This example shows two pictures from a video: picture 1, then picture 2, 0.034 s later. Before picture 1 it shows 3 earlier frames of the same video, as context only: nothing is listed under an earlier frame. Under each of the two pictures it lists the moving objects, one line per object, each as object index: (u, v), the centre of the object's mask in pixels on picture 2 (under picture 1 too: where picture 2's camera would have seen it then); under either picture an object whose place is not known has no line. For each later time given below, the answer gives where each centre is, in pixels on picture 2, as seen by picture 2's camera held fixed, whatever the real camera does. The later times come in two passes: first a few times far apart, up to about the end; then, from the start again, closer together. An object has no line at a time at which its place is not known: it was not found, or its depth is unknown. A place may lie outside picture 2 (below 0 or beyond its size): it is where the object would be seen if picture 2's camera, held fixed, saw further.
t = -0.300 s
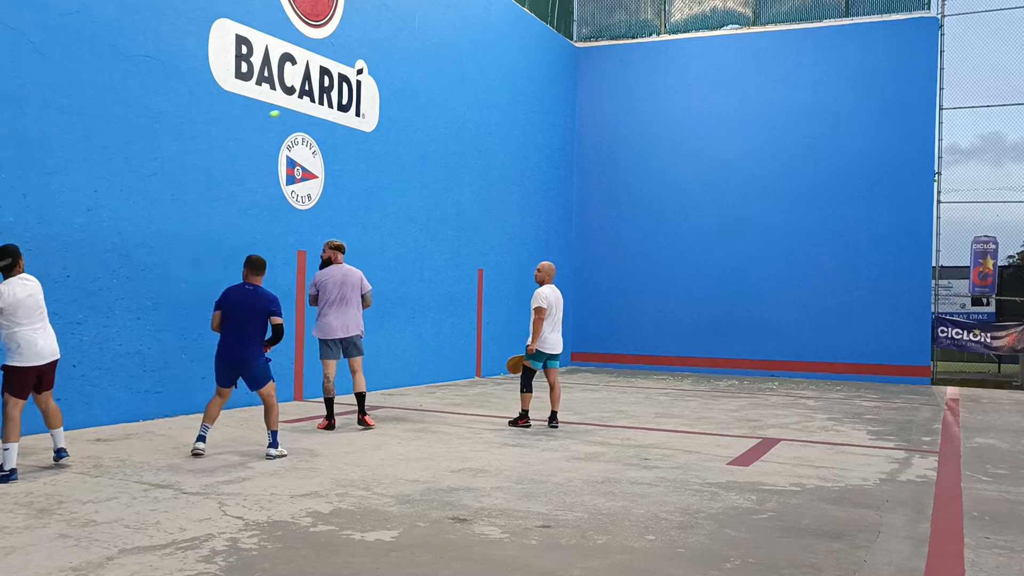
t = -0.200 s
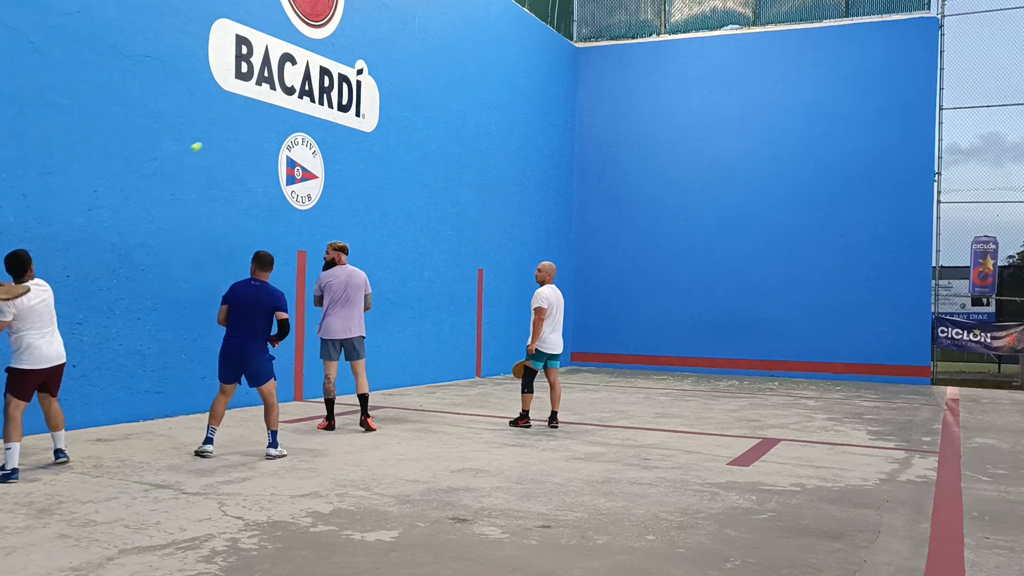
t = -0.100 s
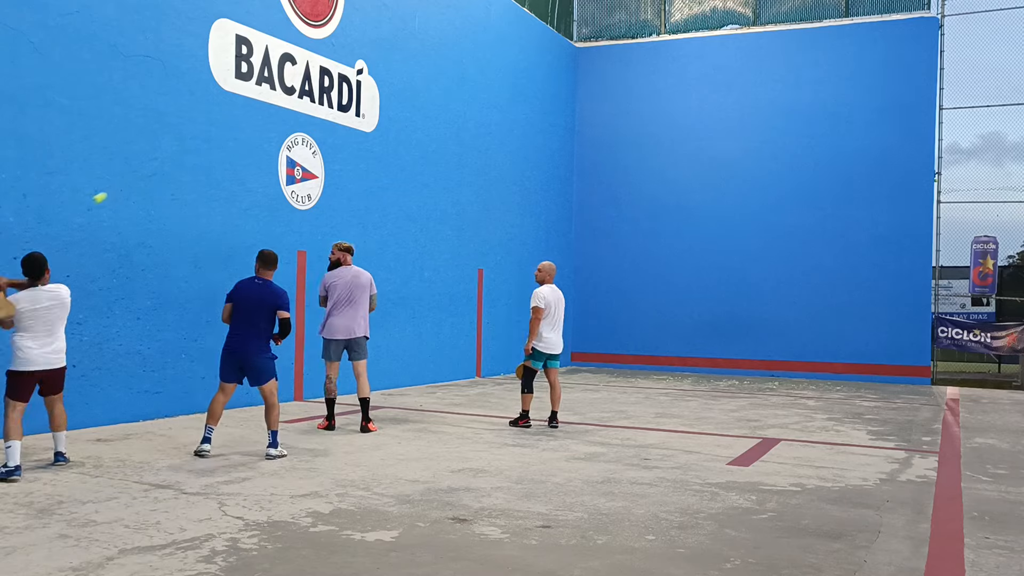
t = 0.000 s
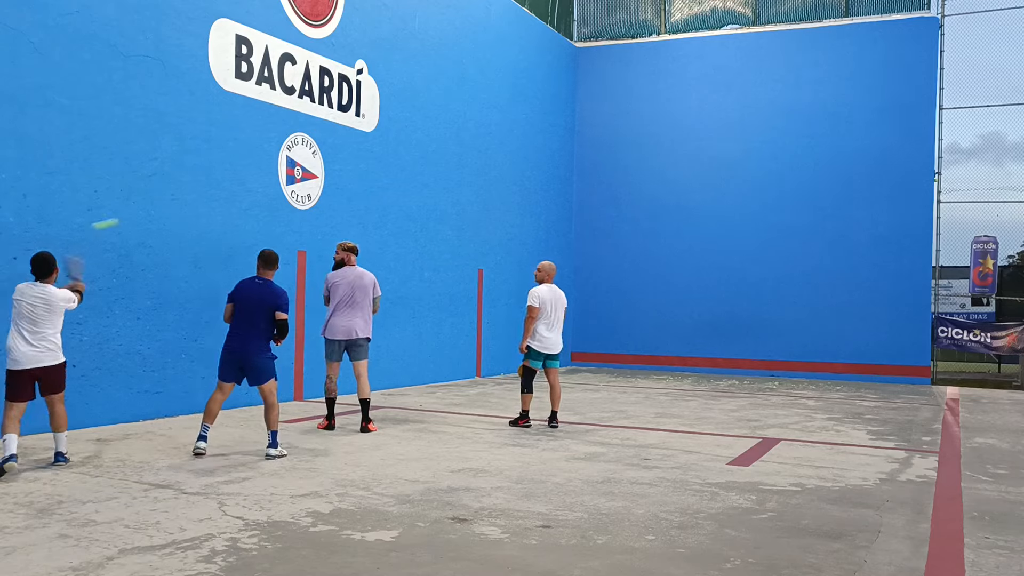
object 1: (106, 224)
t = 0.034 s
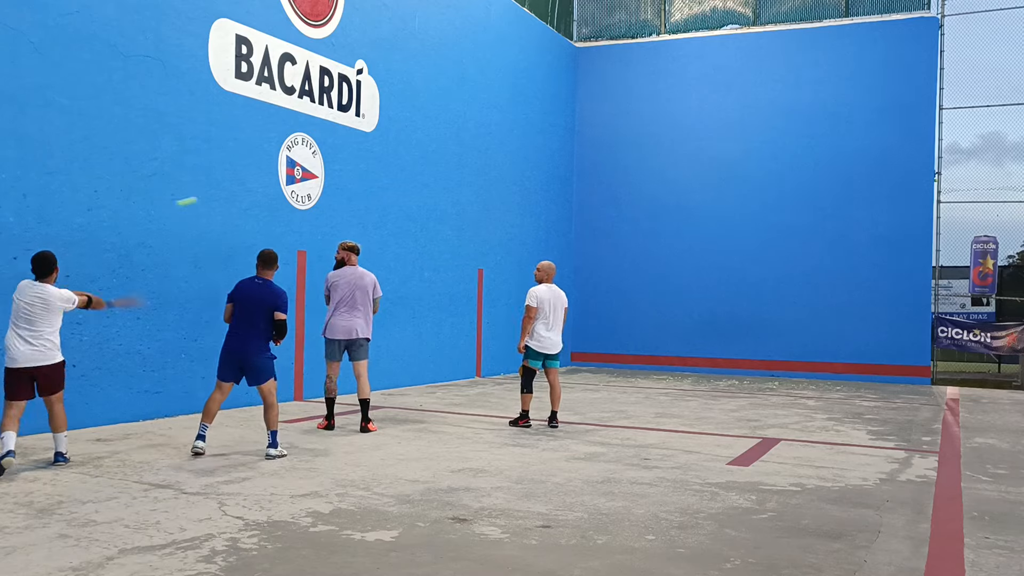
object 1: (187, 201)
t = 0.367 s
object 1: (547, 129)
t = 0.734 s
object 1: (580, 108)
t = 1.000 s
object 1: (502, 100)
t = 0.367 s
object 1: (547, 129)
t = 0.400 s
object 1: (564, 128)
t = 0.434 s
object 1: (579, 129)
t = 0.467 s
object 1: (593, 129)
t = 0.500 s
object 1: (606, 130)
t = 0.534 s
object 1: (618, 131)
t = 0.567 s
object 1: (620, 129)
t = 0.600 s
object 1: (612, 124)
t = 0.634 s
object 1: (605, 120)
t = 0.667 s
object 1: (597, 115)
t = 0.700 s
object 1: (589, 111)
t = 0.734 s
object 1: (580, 108)
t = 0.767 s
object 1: (572, 105)
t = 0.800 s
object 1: (563, 103)
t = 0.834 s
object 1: (554, 101)
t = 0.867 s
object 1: (544, 100)
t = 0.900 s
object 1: (534, 99)
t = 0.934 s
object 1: (524, 98)
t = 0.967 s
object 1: (513, 99)
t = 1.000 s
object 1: (502, 100)
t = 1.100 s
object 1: (465, 107)
